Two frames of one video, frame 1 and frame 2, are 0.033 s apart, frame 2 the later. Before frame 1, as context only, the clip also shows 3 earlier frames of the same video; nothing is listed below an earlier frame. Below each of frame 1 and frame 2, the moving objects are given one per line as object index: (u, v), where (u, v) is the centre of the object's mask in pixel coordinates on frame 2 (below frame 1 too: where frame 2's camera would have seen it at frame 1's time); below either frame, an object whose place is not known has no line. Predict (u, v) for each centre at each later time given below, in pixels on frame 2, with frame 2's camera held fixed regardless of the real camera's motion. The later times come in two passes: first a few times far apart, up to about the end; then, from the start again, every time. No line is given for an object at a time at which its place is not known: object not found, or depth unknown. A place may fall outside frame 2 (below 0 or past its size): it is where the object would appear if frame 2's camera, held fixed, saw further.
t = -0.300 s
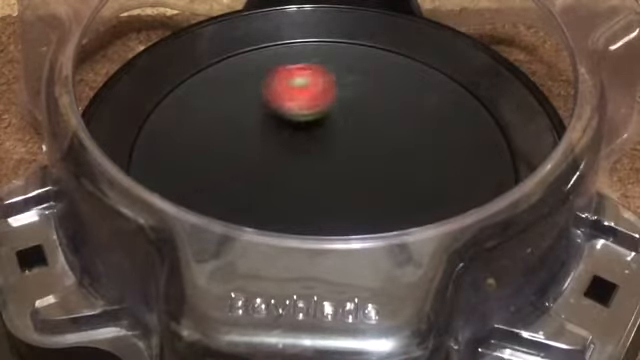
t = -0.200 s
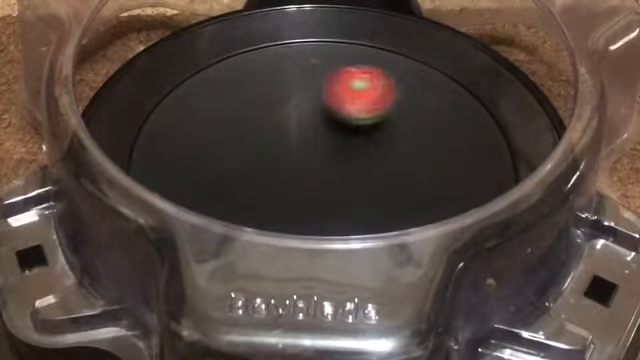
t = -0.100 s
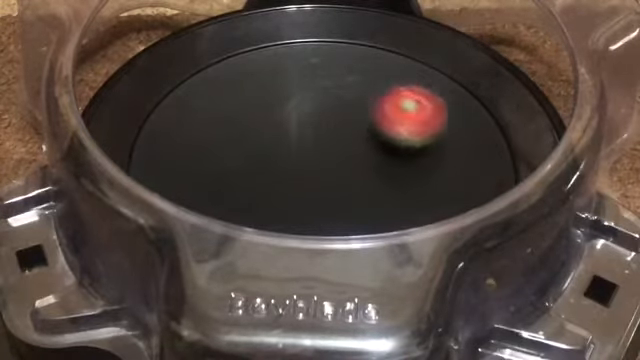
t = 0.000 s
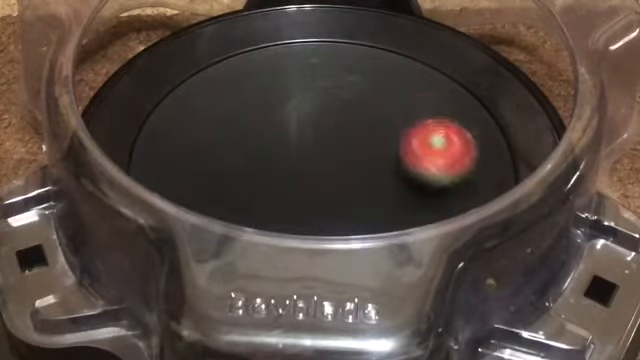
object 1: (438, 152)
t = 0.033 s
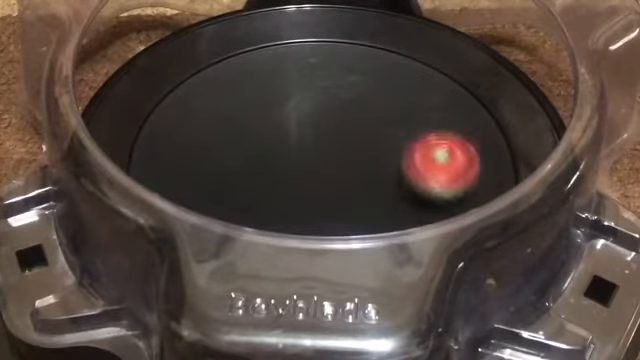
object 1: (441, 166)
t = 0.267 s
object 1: (350, 221)
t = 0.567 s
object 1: (225, 152)
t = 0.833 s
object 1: (319, 81)
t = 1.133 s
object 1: (426, 156)
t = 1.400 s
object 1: (315, 217)
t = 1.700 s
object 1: (216, 141)
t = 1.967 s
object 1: (331, 95)
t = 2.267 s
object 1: (423, 180)
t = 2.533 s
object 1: (307, 218)
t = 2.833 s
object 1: (246, 131)
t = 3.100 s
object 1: (359, 95)
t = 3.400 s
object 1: (411, 185)
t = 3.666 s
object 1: (276, 208)
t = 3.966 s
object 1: (245, 119)
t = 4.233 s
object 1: (365, 109)
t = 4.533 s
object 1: (396, 200)
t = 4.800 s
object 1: (270, 207)
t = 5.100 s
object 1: (269, 117)
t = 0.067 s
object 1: (439, 180)
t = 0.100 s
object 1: (434, 191)
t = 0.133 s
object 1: (422, 201)
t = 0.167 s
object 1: (408, 209)
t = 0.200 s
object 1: (391, 214)
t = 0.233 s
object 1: (371, 219)
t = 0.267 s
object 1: (350, 221)
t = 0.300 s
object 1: (328, 221)
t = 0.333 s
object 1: (307, 220)
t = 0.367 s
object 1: (286, 216)
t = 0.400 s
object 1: (268, 210)
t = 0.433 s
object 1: (252, 204)
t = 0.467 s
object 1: (239, 193)
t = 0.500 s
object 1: (230, 181)
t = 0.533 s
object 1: (226, 166)
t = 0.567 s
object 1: (225, 152)
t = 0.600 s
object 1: (229, 137)
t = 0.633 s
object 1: (235, 126)
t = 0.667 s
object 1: (243, 113)
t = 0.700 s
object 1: (255, 104)
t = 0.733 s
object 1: (268, 94)
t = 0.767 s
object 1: (284, 88)
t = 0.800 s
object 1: (301, 83)
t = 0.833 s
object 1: (319, 81)
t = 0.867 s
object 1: (337, 81)
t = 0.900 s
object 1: (356, 83)
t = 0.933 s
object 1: (372, 88)
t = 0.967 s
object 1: (387, 95)
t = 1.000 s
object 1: (401, 105)
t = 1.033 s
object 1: (412, 115)
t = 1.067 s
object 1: (420, 128)
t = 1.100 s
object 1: (425, 141)
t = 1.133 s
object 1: (426, 156)
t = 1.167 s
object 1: (423, 171)
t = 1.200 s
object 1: (416, 184)
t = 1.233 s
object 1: (405, 196)
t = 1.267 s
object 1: (390, 205)
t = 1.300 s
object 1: (373, 211)
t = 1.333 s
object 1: (353, 215)
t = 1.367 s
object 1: (335, 217)
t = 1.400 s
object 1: (315, 217)
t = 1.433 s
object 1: (295, 216)
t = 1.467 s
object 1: (275, 213)
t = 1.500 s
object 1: (256, 207)
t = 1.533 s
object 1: (240, 201)
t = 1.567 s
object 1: (227, 191)
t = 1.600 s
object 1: (218, 180)
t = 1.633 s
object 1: (213, 168)
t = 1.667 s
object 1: (213, 154)
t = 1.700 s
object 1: (216, 141)
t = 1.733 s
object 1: (222, 129)
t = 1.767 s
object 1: (232, 119)
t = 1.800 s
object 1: (245, 111)
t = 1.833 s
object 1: (260, 103)
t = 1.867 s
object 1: (277, 98)
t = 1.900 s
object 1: (294, 94)
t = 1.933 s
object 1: (312, 94)
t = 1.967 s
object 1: (331, 95)
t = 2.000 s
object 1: (348, 99)
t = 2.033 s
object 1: (365, 104)
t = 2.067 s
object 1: (381, 112)
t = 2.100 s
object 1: (395, 120)
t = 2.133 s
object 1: (406, 130)
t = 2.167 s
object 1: (415, 141)
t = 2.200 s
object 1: (422, 154)
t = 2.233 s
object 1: (424, 167)
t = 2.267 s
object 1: (423, 180)
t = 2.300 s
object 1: (418, 191)
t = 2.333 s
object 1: (409, 200)
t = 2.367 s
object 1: (396, 208)
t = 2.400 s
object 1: (379, 213)
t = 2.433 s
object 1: (363, 217)
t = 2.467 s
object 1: (346, 219)
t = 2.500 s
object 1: (324, 220)
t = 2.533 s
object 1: (307, 218)
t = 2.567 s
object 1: (287, 215)
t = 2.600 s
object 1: (270, 210)
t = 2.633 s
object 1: (255, 203)
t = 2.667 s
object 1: (244, 193)
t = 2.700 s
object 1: (238, 180)
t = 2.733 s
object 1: (235, 168)
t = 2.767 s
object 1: (235, 155)
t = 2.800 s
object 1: (238, 142)
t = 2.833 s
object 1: (246, 131)
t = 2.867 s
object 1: (254, 120)
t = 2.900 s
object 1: (266, 111)
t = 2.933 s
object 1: (280, 103)
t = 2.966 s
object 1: (293, 98)
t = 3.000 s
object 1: (310, 94)
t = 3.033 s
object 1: (326, 92)
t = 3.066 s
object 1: (343, 93)
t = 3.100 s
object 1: (359, 95)
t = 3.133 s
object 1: (375, 99)
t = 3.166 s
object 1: (389, 106)
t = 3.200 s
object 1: (401, 114)
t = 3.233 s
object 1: (411, 124)
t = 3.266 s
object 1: (417, 136)
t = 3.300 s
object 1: (422, 147)
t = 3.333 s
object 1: (422, 160)
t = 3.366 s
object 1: (419, 173)
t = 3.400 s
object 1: (411, 185)
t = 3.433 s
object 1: (400, 196)
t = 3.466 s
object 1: (386, 203)
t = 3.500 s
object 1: (369, 209)
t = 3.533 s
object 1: (351, 212)
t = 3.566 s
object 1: (333, 214)
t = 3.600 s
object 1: (313, 214)
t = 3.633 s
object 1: (294, 212)
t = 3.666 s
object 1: (276, 208)
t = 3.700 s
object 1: (260, 203)
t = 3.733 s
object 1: (247, 195)
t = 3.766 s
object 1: (236, 186)
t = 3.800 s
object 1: (229, 173)
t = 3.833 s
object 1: (225, 162)
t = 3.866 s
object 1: (226, 150)
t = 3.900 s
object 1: (229, 138)
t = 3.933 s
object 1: (235, 128)
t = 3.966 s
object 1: (245, 119)
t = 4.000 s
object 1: (256, 111)
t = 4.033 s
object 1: (270, 104)
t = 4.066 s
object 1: (285, 100)
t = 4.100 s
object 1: (301, 98)
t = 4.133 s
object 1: (317, 97)
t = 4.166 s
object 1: (334, 100)
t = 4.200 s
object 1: (350, 104)
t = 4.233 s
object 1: (365, 109)
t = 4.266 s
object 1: (378, 116)
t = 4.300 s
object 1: (390, 125)
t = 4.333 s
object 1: (399, 135)
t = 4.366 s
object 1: (406, 145)
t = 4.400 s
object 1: (410, 156)
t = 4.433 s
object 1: (411, 169)
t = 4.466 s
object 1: (410, 180)
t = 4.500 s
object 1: (406, 191)
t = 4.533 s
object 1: (396, 200)
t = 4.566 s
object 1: (385, 207)
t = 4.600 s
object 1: (371, 212)
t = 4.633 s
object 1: (354, 215)
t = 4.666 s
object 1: (337, 217)
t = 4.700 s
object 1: (320, 217)
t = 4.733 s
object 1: (302, 215)
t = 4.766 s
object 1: (285, 212)
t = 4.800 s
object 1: (270, 207)
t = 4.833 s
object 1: (258, 200)
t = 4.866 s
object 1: (249, 191)
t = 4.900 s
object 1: (243, 180)
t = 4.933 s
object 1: (240, 168)
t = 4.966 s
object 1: (241, 157)
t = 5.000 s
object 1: (244, 145)
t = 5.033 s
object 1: (250, 135)
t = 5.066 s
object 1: (259, 125)
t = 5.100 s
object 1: (269, 117)
